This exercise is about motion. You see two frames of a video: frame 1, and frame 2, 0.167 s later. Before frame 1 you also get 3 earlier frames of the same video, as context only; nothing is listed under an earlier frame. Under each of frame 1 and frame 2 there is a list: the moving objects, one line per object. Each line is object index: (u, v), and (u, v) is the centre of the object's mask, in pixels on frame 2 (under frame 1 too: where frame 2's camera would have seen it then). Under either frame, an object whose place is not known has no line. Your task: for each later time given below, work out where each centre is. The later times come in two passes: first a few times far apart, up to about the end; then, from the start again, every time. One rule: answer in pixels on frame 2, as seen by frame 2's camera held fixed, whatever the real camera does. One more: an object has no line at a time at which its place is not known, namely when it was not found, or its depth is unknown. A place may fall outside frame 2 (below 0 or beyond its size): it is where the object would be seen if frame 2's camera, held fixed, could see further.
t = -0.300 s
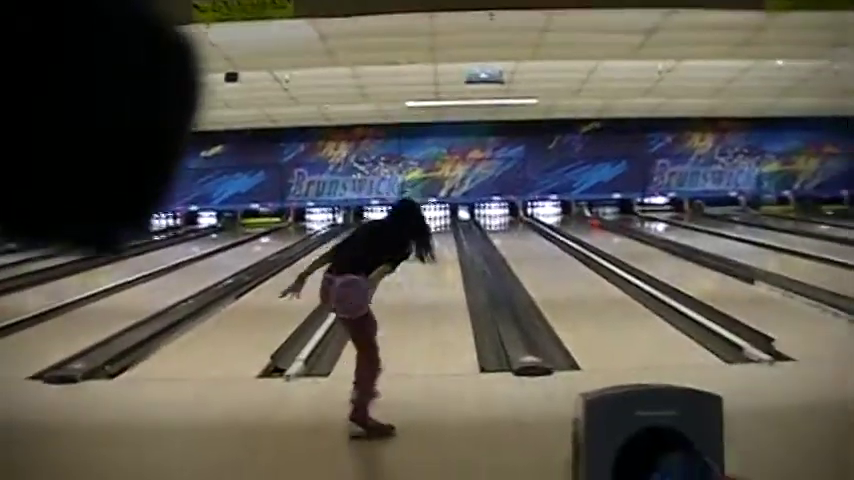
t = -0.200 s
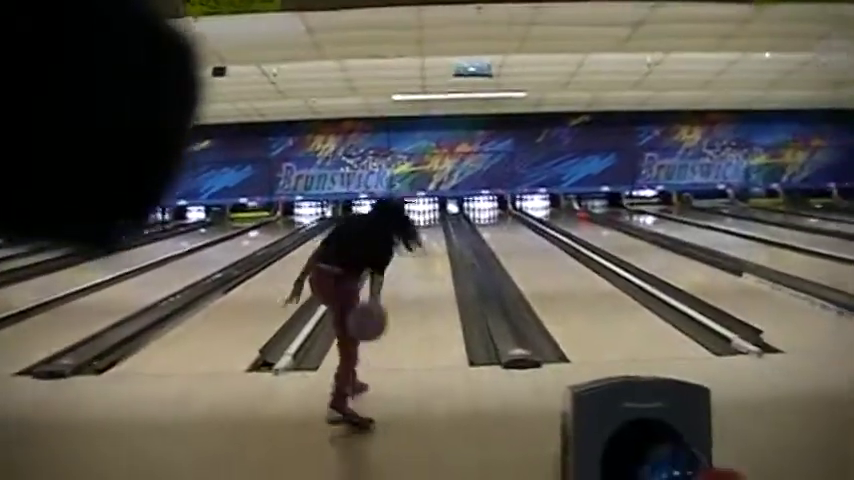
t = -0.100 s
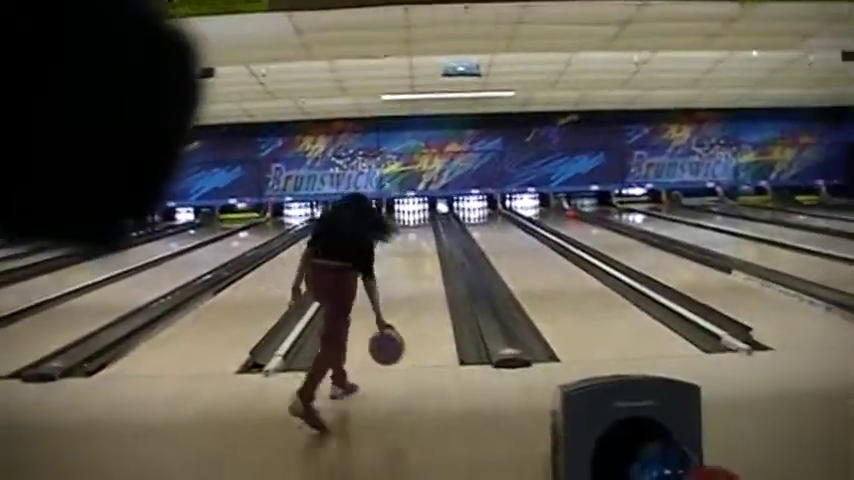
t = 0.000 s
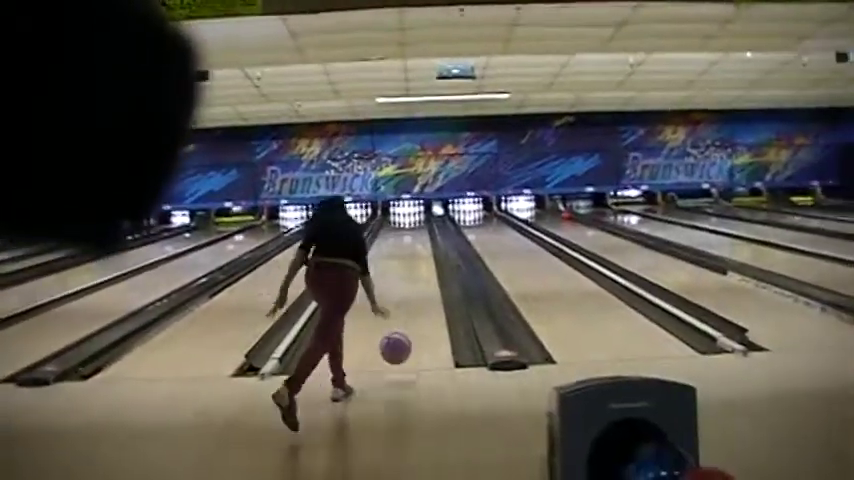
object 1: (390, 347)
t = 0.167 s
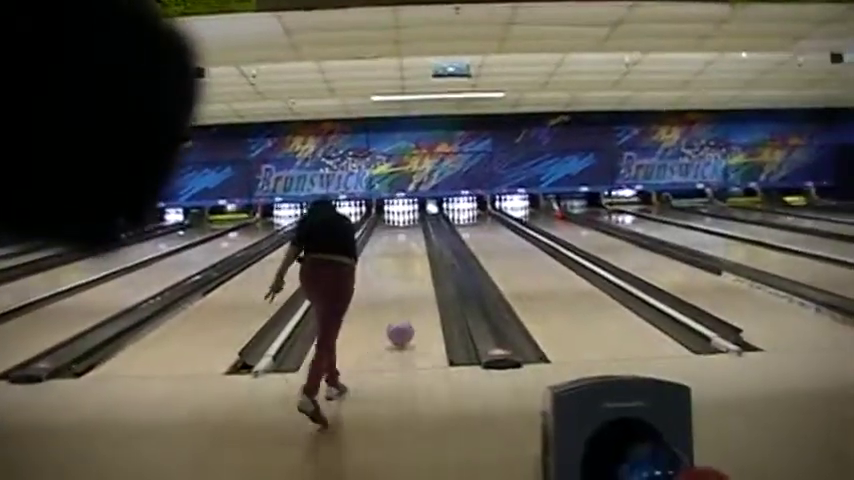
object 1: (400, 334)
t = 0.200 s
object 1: (402, 332)
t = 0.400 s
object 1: (411, 307)
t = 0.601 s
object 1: (416, 286)
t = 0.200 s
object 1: (402, 332)
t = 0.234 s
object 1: (404, 326)
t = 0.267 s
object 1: (405, 323)
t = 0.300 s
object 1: (406, 320)
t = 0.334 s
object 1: (409, 315)
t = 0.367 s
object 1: (410, 308)
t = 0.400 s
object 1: (411, 307)
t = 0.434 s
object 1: (411, 302)
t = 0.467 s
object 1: (413, 299)
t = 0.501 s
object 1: (414, 295)
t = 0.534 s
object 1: (415, 293)
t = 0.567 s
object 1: (416, 289)
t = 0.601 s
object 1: (416, 286)
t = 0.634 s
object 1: (417, 285)
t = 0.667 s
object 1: (417, 282)
